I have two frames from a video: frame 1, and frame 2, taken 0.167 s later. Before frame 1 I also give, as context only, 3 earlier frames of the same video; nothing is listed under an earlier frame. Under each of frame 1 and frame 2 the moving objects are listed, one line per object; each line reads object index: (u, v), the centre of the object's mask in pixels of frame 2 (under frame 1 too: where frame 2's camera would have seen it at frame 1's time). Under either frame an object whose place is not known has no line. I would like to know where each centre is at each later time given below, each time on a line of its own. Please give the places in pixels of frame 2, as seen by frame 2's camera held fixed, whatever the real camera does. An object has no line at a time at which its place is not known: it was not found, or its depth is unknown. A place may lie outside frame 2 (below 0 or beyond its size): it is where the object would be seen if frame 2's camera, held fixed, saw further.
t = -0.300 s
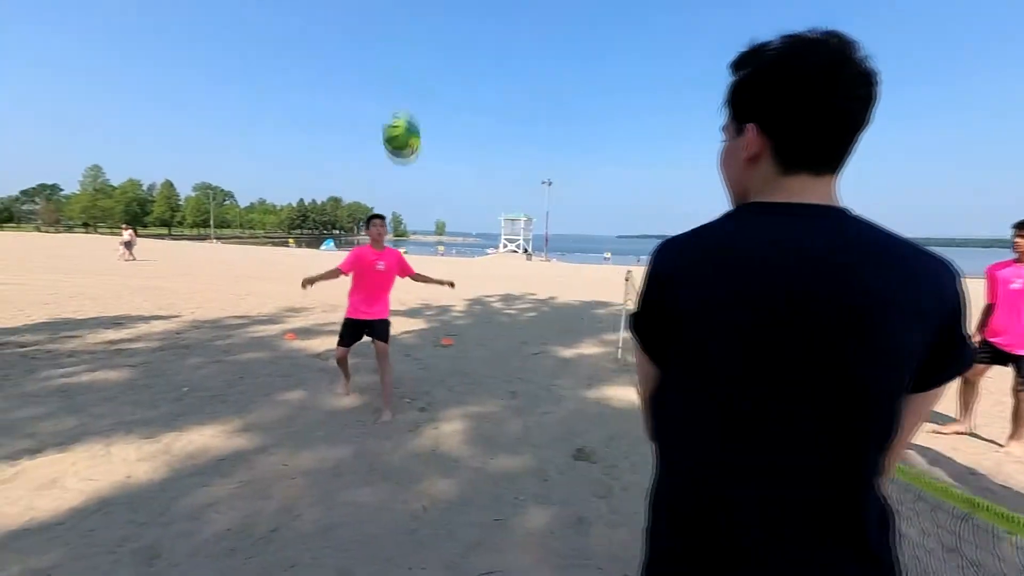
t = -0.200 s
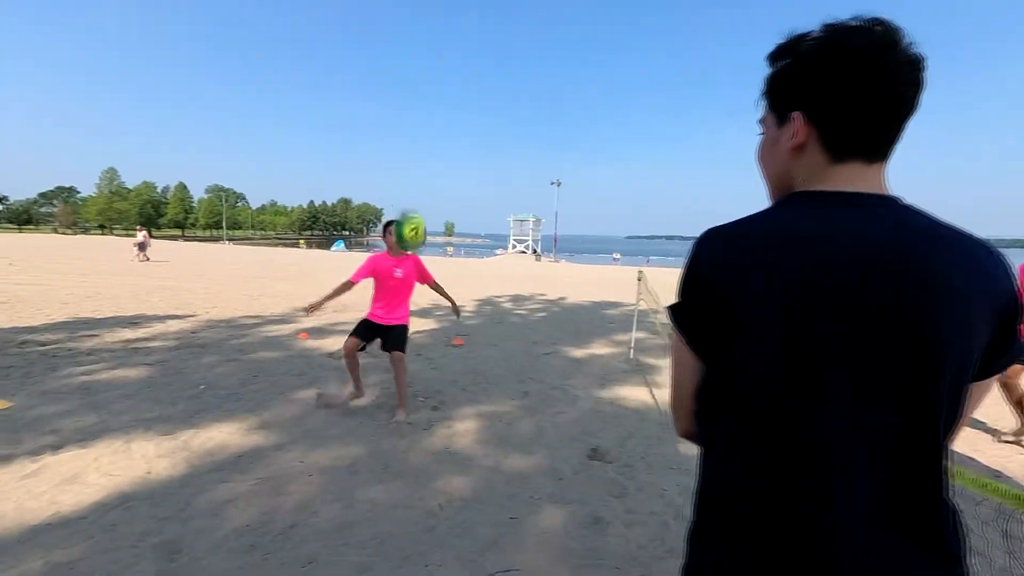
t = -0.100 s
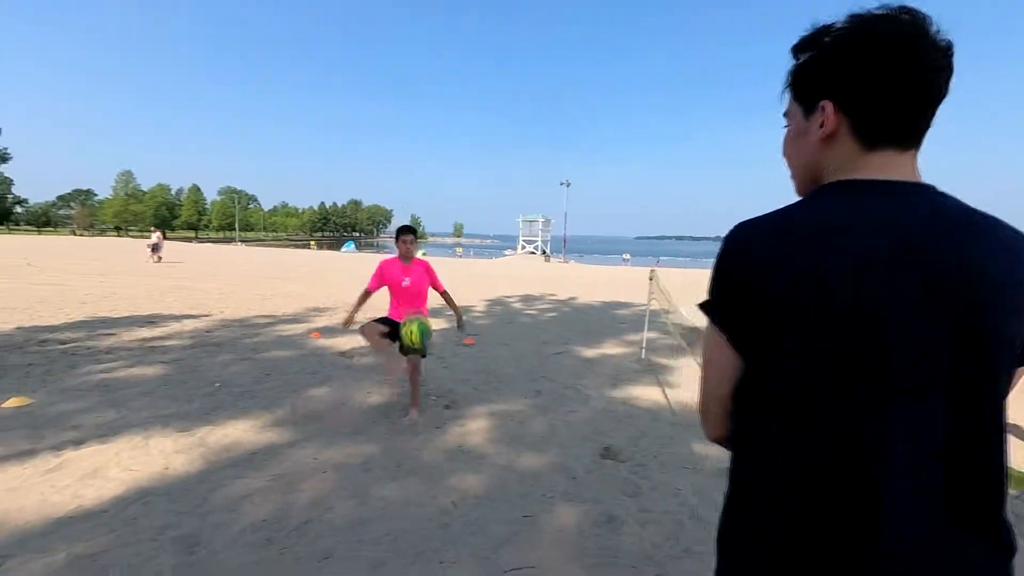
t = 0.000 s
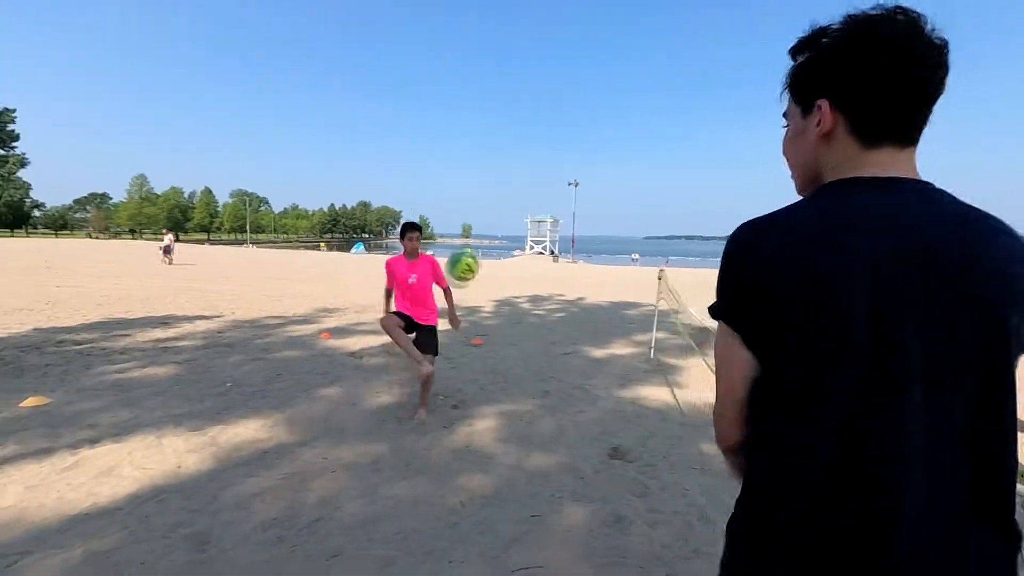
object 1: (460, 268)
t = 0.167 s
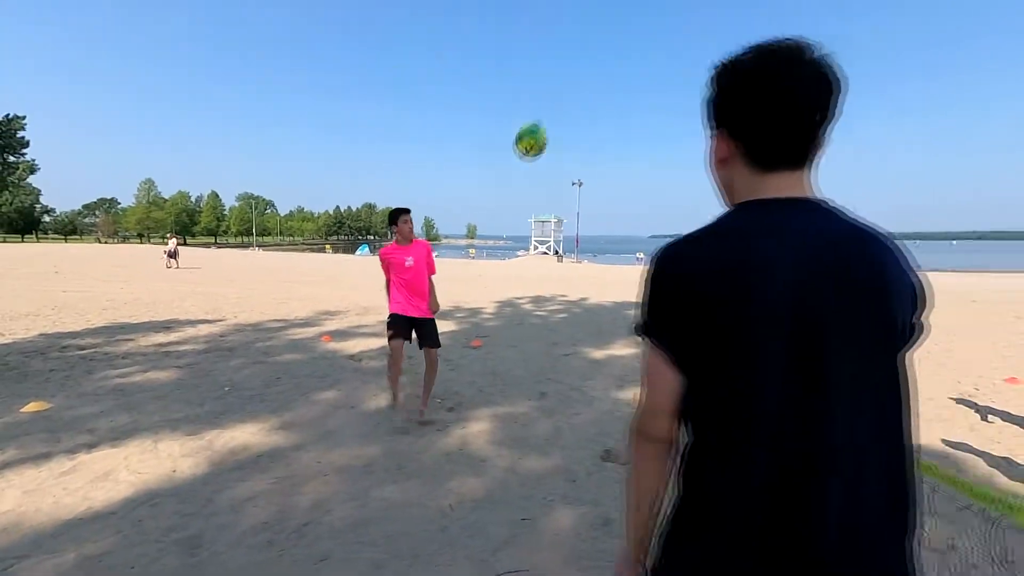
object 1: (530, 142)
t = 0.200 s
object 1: (545, 120)
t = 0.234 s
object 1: (560, 100)
